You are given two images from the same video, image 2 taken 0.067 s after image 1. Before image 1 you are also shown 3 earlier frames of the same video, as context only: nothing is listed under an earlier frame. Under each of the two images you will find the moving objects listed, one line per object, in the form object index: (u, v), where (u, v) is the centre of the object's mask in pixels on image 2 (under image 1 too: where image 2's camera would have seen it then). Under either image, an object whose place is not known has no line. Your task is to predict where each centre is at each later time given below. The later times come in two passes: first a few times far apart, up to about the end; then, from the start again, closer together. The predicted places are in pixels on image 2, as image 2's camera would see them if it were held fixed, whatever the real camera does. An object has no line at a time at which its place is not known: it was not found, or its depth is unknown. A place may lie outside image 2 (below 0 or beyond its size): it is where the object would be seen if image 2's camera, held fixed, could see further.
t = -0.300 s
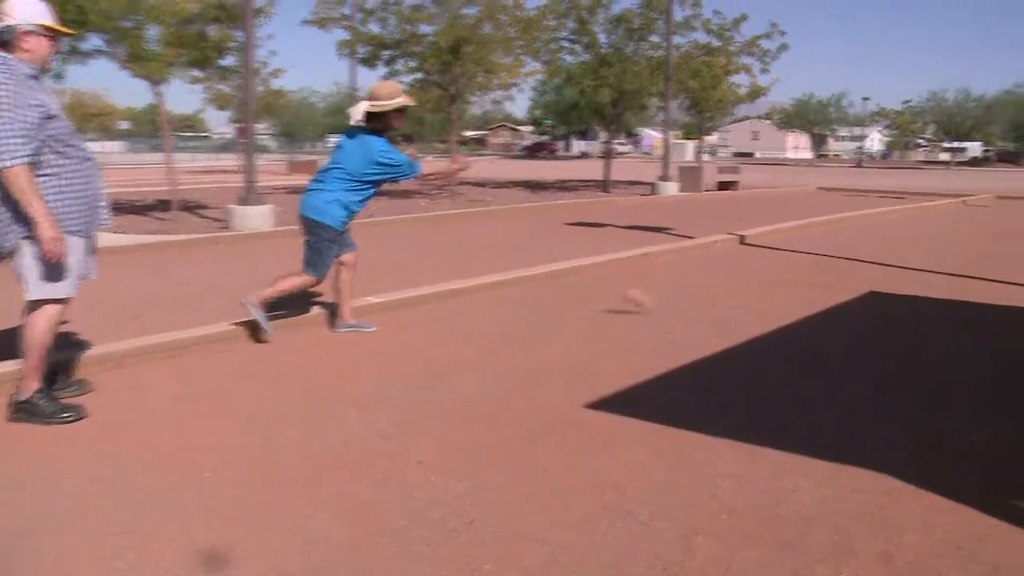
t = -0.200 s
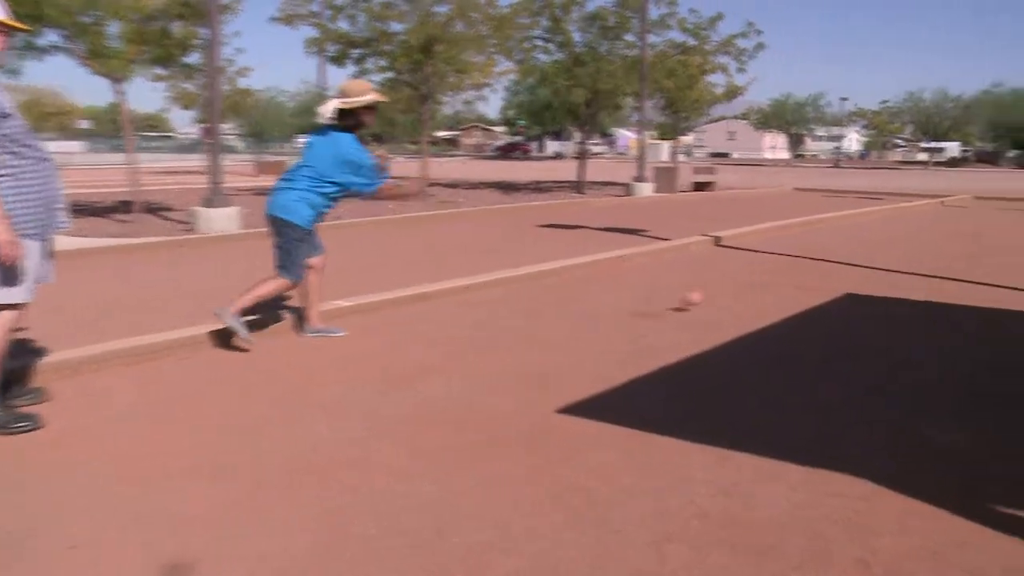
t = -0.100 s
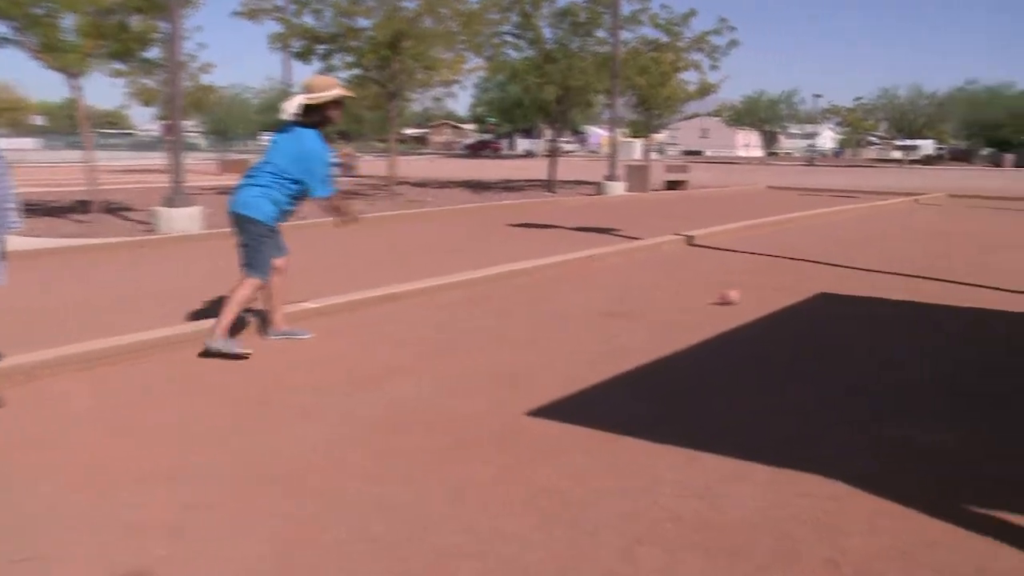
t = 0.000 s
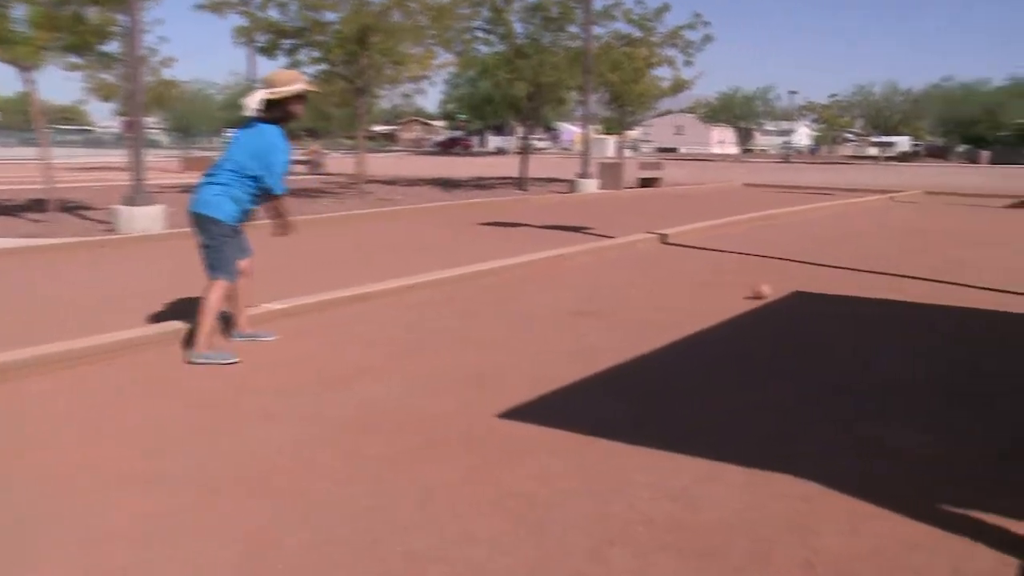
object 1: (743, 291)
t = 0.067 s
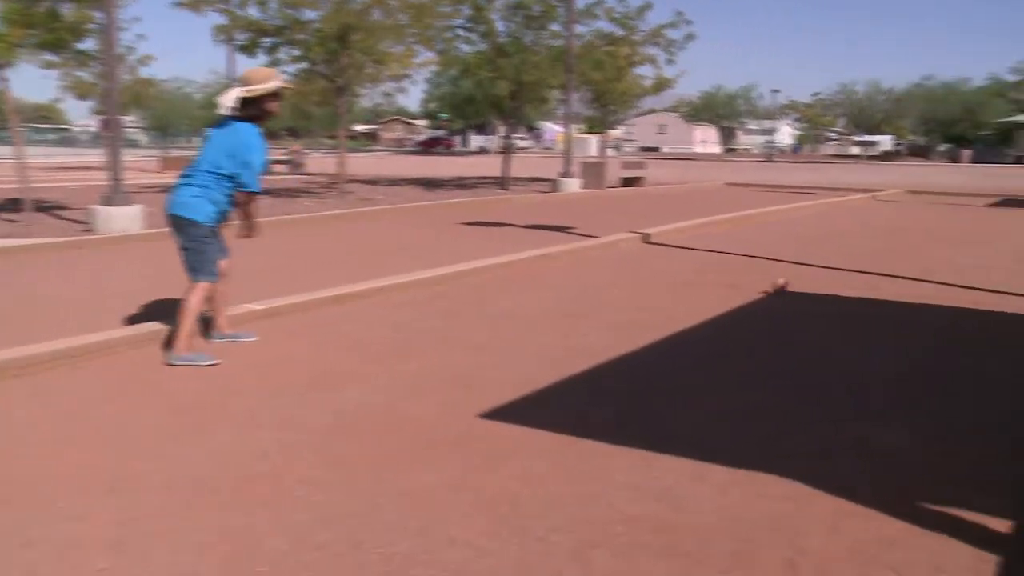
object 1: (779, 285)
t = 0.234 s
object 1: (854, 275)
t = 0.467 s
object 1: (942, 267)
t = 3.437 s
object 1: (1034, 207)
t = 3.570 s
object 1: (1052, 203)
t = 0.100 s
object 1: (795, 284)
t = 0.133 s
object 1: (811, 284)
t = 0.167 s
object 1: (825, 280)
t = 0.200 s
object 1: (840, 277)
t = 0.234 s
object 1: (854, 275)
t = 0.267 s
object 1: (867, 275)
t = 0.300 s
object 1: (881, 275)
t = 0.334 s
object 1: (894, 273)
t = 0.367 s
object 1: (907, 271)
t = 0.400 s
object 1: (919, 270)
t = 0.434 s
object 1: (930, 268)
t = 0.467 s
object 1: (942, 267)
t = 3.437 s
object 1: (1034, 207)
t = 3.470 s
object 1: (1039, 206)
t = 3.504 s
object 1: (1043, 205)
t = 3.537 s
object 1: (1048, 203)
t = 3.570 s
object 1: (1052, 203)
